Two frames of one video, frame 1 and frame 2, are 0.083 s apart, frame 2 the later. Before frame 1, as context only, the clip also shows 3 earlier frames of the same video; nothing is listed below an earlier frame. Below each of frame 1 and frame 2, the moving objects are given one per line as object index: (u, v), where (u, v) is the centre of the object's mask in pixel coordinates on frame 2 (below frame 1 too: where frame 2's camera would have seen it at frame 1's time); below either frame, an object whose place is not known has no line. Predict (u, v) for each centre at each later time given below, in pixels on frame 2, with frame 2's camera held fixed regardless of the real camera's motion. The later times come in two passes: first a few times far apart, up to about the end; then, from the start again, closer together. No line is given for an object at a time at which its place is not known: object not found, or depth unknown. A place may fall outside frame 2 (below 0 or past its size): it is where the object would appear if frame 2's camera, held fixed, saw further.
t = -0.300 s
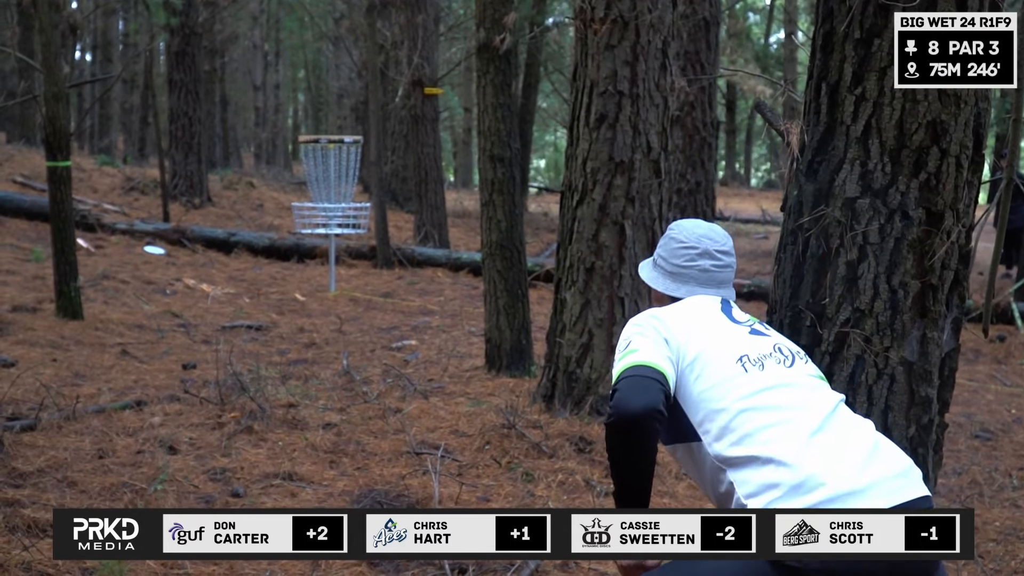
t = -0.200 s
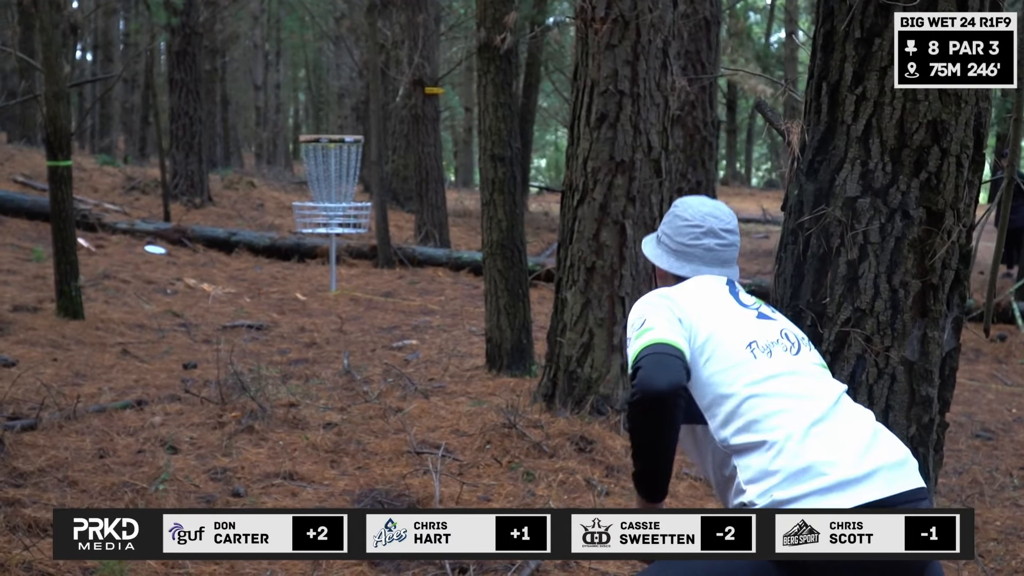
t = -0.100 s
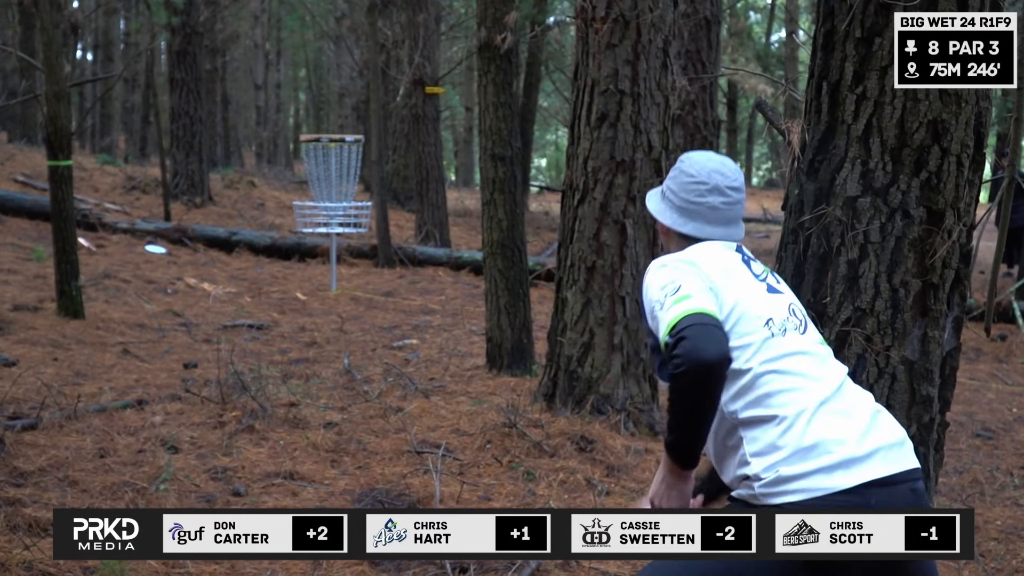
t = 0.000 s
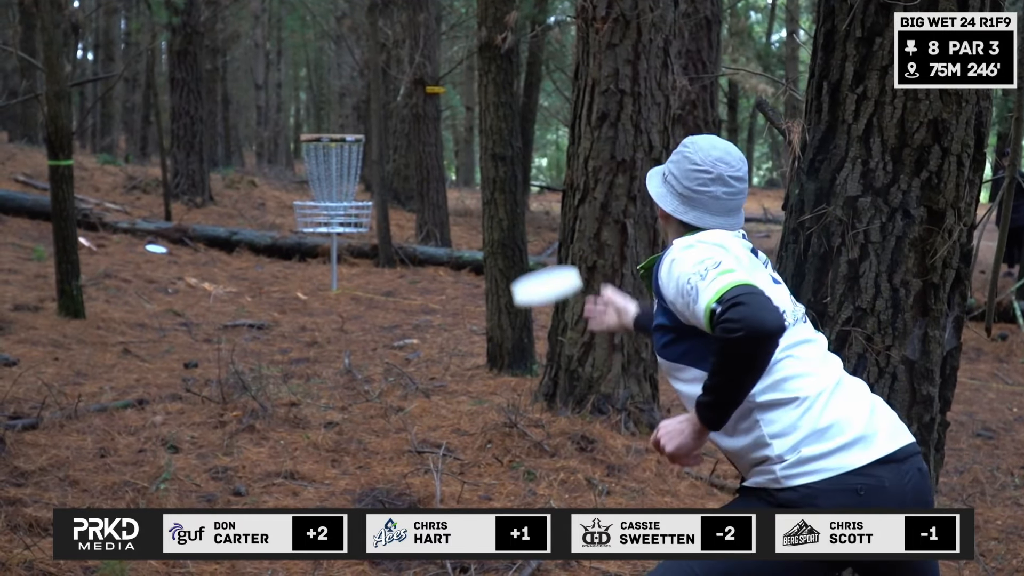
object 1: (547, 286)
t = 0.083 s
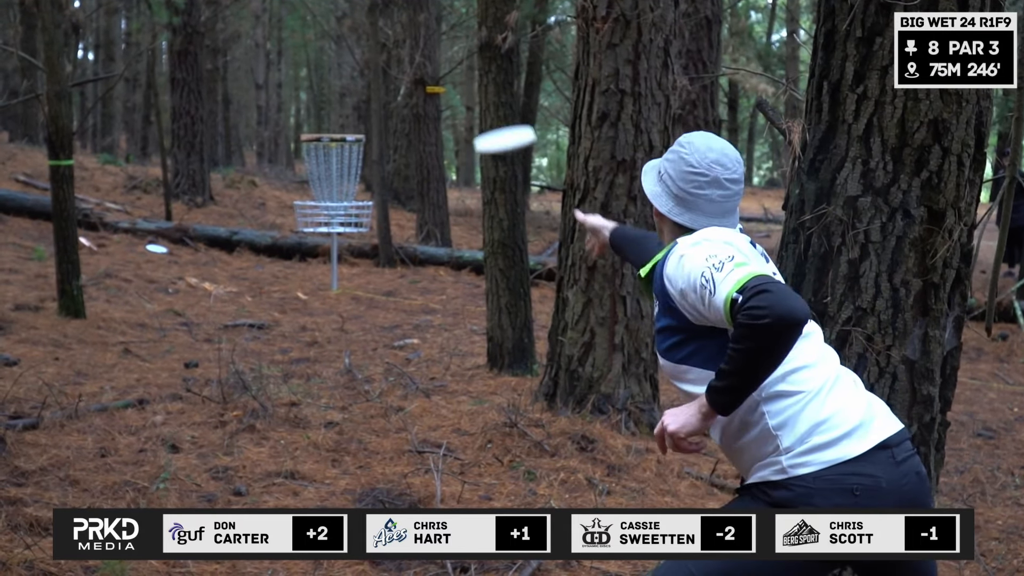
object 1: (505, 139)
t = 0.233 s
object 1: (454, 7)
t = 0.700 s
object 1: (374, 9)
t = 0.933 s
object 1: (345, 72)
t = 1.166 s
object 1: (309, 140)
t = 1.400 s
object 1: (260, 212)
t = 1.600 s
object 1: (218, 260)
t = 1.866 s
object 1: (218, 252)
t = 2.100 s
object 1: (212, 257)
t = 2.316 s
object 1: (212, 260)
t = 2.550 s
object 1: (212, 260)
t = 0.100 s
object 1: (498, 118)
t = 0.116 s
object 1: (492, 98)
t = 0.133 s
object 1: (485, 80)
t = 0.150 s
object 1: (480, 64)
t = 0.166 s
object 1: (474, 50)
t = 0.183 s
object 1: (469, 37)
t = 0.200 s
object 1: (464, 26)
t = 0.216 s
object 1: (459, 16)
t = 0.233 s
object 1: (454, 7)
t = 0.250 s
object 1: (441, 2)
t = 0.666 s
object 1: (378, 2)
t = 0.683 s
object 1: (377, 5)
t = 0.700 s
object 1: (374, 9)
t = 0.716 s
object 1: (373, 13)
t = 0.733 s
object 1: (371, 17)
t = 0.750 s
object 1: (368, 21)
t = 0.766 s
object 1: (366, 26)
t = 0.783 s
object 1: (364, 30)
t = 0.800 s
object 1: (362, 34)
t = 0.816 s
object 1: (360, 39)
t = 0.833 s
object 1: (358, 43)
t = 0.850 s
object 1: (356, 48)
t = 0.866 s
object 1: (354, 53)
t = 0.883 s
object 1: (352, 57)
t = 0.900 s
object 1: (350, 62)
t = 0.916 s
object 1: (347, 67)
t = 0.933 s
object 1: (345, 72)
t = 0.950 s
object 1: (343, 77)
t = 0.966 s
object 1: (341, 82)
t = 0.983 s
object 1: (338, 87)
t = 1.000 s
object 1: (336, 91)
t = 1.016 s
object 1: (334, 96)
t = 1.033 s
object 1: (331, 101)
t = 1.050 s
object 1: (328, 106)
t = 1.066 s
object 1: (326, 111)
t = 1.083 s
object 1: (323, 116)
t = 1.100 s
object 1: (320, 120)
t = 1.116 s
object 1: (318, 125)
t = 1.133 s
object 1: (315, 130)
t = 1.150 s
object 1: (312, 135)
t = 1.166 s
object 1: (309, 140)
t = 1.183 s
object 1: (306, 145)
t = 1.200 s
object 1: (302, 150)
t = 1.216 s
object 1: (299, 155)
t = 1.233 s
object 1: (296, 160)
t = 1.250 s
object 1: (293, 165)
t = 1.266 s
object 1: (289, 170)
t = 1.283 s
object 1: (285, 175)
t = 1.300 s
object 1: (282, 180)
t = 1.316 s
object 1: (278, 185)
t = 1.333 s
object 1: (275, 190)
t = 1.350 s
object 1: (271, 196)
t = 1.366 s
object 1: (267, 201)
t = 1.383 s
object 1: (264, 206)
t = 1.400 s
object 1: (260, 212)
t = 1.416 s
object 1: (256, 217)
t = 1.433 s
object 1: (252, 223)
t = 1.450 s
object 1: (248, 228)
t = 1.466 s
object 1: (243, 234)
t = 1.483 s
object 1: (239, 240)
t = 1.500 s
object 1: (235, 245)
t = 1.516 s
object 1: (231, 251)
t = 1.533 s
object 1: (226, 256)
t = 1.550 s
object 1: (222, 261)
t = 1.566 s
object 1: (219, 262)
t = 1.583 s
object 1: (217, 262)
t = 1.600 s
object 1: (218, 260)
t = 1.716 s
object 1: (218, 253)
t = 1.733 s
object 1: (219, 253)
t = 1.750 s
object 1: (219, 252)
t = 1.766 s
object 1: (219, 252)
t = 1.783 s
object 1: (219, 252)
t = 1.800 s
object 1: (219, 252)
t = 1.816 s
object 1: (219, 252)
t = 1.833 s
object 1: (218, 252)
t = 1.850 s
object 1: (218, 252)
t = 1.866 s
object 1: (218, 252)
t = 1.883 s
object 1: (218, 252)
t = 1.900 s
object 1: (218, 252)
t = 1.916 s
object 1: (217, 252)
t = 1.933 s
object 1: (217, 252)
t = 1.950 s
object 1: (217, 252)
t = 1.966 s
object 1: (216, 252)
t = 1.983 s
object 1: (216, 252)
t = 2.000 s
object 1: (216, 253)
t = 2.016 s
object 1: (215, 253)
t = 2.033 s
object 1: (215, 254)
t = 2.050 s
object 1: (214, 254)
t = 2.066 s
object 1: (213, 255)
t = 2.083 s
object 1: (212, 256)
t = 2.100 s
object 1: (212, 257)
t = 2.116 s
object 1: (212, 258)
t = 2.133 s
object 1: (212, 259)
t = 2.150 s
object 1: (212, 260)
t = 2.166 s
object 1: (212, 260)
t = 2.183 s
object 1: (212, 260)
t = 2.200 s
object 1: (212, 260)
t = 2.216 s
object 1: (212, 260)
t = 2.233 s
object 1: (212, 260)
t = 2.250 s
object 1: (212, 260)
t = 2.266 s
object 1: (212, 260)
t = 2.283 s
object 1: (212, 260)
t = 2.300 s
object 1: (212, 260)
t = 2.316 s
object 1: (212, 260)
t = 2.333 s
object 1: (212, 260)
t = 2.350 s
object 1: (212, 260)
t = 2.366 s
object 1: (212, 260)
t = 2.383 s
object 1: (212, 260)
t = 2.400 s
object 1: (212, 260)
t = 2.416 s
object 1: (212, 260)
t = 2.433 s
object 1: (212, 260)
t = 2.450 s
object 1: (212, 260)
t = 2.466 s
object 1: (212, 260)
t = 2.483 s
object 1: (212, 260)
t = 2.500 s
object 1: (212, 260)
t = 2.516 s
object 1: (212, 260)
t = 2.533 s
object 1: (212, 260)
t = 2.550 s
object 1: (212, 260)
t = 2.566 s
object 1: (212, 260)
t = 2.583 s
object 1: (213, 260)
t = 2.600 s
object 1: (212, 260)
